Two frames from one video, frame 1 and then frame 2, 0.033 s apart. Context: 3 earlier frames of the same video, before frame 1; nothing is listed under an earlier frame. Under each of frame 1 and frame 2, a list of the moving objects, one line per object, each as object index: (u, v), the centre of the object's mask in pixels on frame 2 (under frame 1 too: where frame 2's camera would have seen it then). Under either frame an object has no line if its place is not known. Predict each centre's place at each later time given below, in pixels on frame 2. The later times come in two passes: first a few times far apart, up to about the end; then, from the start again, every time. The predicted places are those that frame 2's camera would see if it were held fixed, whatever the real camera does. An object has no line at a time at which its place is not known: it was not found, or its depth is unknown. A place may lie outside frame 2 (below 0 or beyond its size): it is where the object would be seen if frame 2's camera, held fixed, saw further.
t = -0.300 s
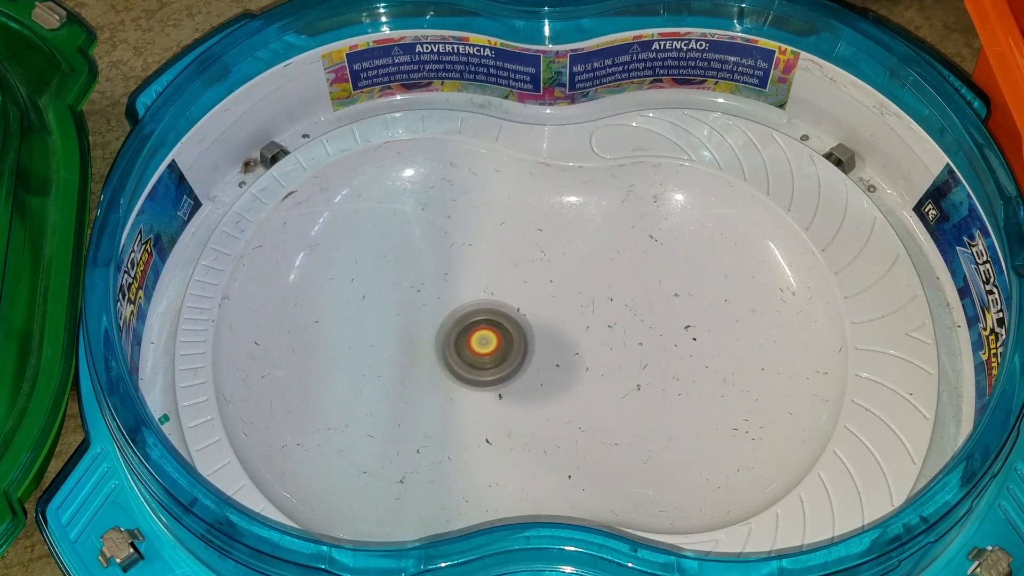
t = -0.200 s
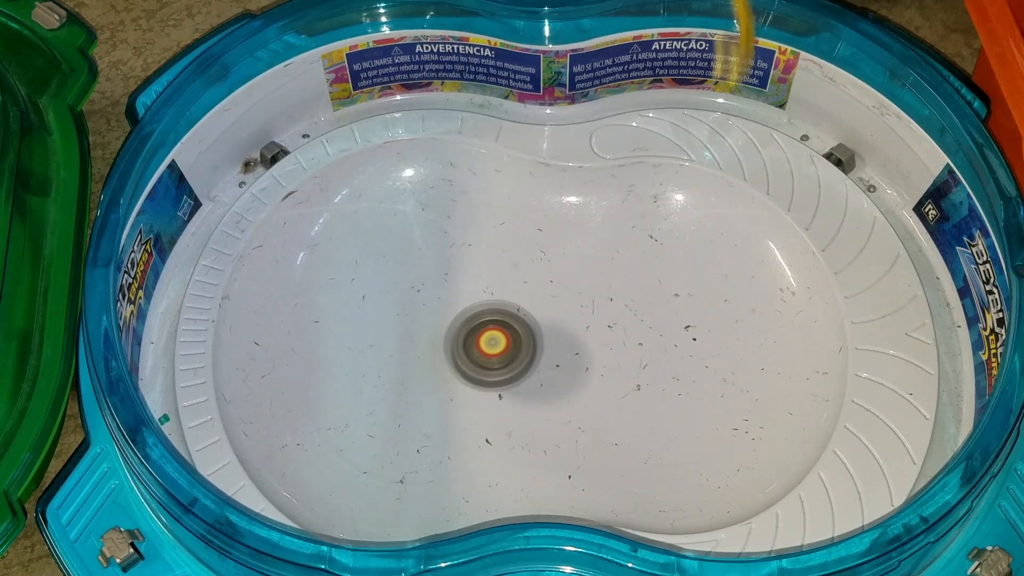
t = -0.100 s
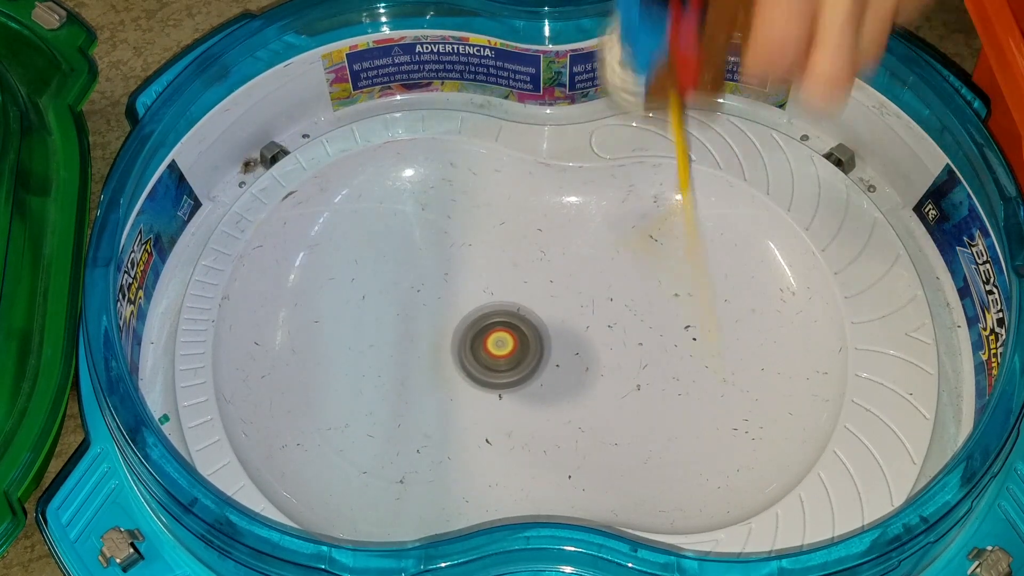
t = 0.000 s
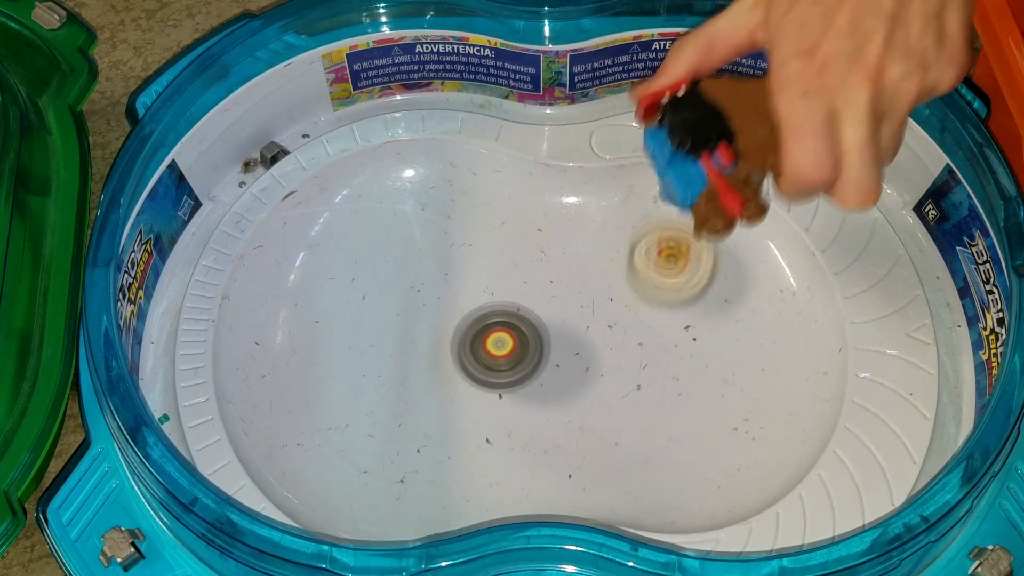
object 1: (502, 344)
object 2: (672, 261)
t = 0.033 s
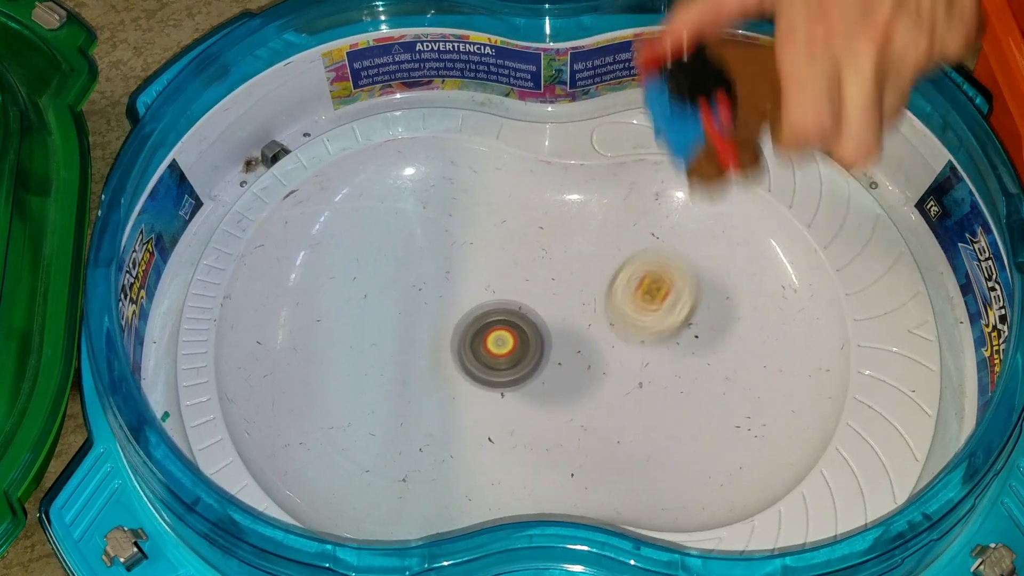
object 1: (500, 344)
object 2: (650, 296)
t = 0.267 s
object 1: (509, 340)
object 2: (713, 456)
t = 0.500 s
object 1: (481, 330)
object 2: (688, 212)
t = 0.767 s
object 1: (411, 399)
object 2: (339, 329)
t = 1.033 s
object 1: (519, 392)
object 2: (451, 475)
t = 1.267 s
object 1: (715, 202)
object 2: (627, 426)
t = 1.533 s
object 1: (611, 186)
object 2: (772, 418)
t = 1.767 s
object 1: (475, 312)
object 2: (675, 296)
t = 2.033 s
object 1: (405, 308)
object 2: (553, 409)
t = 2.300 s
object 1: (408, 337)
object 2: (793, 382)
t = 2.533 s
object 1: (414, 356)
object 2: (567, 252)
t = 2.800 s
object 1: (397, 407)
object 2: (312, 349)
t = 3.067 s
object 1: (610, 426)
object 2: (435, 454)
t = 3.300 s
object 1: (706, 365)
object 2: (584, 295)
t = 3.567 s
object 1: (708, 339)
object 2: (377, 216)
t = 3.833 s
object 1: (680, 325)
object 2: (404, 449)
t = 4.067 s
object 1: (726, 310)
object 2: (567, 362)
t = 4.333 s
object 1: (717, 279)
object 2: (498, 294)
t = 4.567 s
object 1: (678, 287)
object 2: (353, 319)
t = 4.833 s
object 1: (655, 313)
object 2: (475, 399)
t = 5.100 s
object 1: (651, 335)
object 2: (539, 322)
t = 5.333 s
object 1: (656, 348)
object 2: (462, 283)
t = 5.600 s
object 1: (650, 356)
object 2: (385, 339)
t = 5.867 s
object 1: (643, 358)
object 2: (501, 373)
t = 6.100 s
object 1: (665, 358)
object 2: (537, 340)
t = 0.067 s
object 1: (500, 350)
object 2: (631, 333)
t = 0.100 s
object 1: (503, 347)
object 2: (617, 365)
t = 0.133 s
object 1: (506, 346)
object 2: (615, 390)
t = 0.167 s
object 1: (508, 345)
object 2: (623, 413)
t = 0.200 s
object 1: (508, 343)
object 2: (642, 433)
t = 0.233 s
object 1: (509, 341)
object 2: (673, 449)
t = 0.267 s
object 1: (509, 340)
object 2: (713, 456)
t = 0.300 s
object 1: (507, 338)
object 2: (756, 446)
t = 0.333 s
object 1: (504, 336)
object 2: (778, 417)
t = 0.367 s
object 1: (499, 335)
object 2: (785, 381)
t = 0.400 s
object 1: (495, 335)
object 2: (783, 336)
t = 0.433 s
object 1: (490, 334)
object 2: (766, 286)
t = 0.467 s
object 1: (485, 332)
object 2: (735, 246)
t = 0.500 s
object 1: (481, 330)
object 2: (688, 212)
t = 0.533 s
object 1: (476, 330)
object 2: (634, 201)
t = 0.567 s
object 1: (470, 329)
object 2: (580, 214)
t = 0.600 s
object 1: (465, 328)
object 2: (526, 236)
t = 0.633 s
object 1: (449, 345)
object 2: (481, 249)
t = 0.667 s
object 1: (432, 365)
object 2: (442, 254)
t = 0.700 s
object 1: (419, 381)
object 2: (403, 270)
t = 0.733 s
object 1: (413, 392)
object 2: (368, 295)
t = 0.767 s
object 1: (411, 399)
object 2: (339, 329)
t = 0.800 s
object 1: (412, 406)
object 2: (321, 370)
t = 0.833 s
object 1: (429, 417)
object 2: (296, 402)
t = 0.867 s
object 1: (444, 422)
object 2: (288, 424)
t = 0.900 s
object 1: (456, 422)
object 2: (299, 445)
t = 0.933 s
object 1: (466, 418)
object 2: (324, 466)
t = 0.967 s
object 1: (475, 414)
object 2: (367, 472)
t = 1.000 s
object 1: (493, 405)
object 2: (410, 476)
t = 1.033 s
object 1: (519, 392)
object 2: (451, 475)
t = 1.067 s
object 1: (540, 378)
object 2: (496, 462)
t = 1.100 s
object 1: (581, 338)
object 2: (513, 472)
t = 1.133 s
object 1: (617, 299)
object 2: (526, 474)
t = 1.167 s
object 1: (650, 262)
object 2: (541, 468)
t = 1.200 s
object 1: (678, 233)
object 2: (564, 455)
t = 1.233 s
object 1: (701, 209)
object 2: (592, 440)
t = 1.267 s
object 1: (715, 202)
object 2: (627, 426)
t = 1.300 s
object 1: (720, 209)
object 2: (663, 413)
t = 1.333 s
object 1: (719, 225)
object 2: (698, 398)
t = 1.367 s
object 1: (713, 242)
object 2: (724, 380)
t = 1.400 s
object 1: (703, 258)
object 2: (739, 354)
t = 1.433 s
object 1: (682, 238)
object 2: (755, 372)
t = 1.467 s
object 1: (658, 199)
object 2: (769, 399)
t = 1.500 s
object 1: (635, 185)
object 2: (775, 414)
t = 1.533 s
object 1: (611, 186)
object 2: (772, 418)
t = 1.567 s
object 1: (585, 206)
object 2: (769, 410)
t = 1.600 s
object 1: (562, 225)
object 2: (763, 393)
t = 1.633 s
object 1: (541, 246)
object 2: (756, 369)
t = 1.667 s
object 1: (522, 268)
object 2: (743, 344)
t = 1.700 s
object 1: (504, 286)
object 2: (725, 320)
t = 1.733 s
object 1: (489, 301)
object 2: (703, 304)
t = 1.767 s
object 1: (475, 312)
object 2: (675, 296)
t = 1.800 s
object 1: (465, 319)
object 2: (645, 296)
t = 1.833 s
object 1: (458, 323)
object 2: (615, 304)
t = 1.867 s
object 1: (454, 326)
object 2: (586, 317)
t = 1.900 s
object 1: (451, 327)
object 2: (557, 333)
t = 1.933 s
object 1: (441, 322)
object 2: (543, 354)
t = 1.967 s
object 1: (424, 315)
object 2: (540, 377)
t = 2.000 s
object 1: (411, 309)
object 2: (543, 395)
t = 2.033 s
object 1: (405, 308)
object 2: (553, 409)
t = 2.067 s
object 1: (401, 310)
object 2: (572, 420)
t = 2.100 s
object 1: (400, 314)
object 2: (598, 429)
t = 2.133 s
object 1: (399, 319)
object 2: (630, 438)
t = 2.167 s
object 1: (400, 324)
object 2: (666, 446)
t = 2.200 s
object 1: (402, 327)
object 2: (708, 450)
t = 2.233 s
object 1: (405, 330)
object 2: (746, 439)
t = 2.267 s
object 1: (407, 333)
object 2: (776, 415)
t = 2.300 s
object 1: (408, 337)
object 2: (793, 382)
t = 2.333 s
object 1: (410, 341)
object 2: (790, 344)
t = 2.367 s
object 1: (412, 346)
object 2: (772, 309)
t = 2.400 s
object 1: (414, 349)
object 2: (742, 277)
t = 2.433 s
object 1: (414, 353)
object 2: (703, 254)
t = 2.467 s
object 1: (416, 355)
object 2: (658, 242)
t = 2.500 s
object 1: (414, 356)
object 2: (614, 242)
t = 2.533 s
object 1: (414, 356)
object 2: (567, 252)
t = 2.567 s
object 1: (414, 355)
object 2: (519, 268)
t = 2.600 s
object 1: (413, 356)
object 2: (470, 283)
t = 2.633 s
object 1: (397, 374)
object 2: (441, 277)
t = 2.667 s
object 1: (389, 387)
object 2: (410, 274)
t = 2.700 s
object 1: (387, 395)
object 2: (381, 278)
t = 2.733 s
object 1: (389, 401)
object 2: (352, 293)
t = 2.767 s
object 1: (393, 404)
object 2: (328, 316)
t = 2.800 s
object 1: (397, 407)
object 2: (312, 349)
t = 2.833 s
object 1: (412, 415)
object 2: (299, 378)
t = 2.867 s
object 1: (454, 435)
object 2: (277, 389)
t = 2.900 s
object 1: (488, 443)
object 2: (275, 399)
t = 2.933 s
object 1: (516, 446)
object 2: (286, 413)
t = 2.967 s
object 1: (542, 443)
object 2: (313, 429)
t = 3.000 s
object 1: (566, 439)
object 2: (347, 445)
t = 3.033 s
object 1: (588, 433)
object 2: (391, 456)
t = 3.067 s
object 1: (610, 426)
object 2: (435, 454)
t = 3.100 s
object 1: (631, 418)
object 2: (472, 438)
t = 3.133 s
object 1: (650, 409)
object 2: (503, 415)
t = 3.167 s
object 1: (665, 399)
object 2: (533, 391)
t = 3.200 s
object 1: (678, 390)
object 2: (558, 366)
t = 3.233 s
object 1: (689, 381)
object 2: (574, 340)
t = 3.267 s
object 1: (698, 373)
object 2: (583, 316)
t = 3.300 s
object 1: (706, 365)
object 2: (584, 295)
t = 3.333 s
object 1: (710, 358)
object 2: (576, 275)
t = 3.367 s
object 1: (711, 353)
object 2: (561, 260)
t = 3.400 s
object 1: (712, 350)
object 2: (540, 249)
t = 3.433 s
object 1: (712, 348)
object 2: (513, 241)
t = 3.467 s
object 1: (711, 346)
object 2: (481, 234)
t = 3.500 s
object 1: (711, 344)
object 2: (450, 224)
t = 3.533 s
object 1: (710, 341)
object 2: (415, 215)
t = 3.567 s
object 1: (708, 339)
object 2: (377, 216)
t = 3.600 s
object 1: (705, 336)
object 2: (342, 230)
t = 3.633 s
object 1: (702, 333)
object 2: (316, 255)
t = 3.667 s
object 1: (700, 331)
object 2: (298, 292)
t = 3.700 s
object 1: (696, 329)
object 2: (294, 334)
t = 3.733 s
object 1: (692, 327)
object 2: (305, 373)
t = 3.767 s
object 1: (688, 326)
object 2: (330, 410)
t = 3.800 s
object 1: (684, 325)
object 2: (365, 437)
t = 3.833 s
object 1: (680, 325)
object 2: (404, 449)
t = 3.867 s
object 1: (676, 325)
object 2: (446, 447)
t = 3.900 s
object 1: (673, 325)
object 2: (484, 432)
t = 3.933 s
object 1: (668, 326)
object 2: (519, 414)
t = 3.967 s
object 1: (665, 327)
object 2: (555, 395)
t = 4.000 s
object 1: (666, 327)
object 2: (581, 380)
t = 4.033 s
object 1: (699, 318)
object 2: (571, 372)
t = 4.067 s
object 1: (726, 310)
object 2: (567, 362)
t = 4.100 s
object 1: (744, 303)
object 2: (564, 352)
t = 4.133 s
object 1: (751, 298)
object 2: (561, 342)
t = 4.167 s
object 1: (750, 293)
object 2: (557, 333)
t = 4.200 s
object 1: (745, 288)
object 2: (550, 324)
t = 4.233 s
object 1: (738, 285)
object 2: (542, 314)
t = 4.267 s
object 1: (730, 282)
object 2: (532, 307)
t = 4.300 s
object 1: (723, 280)
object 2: (517, 300)
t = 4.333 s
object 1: (717, 279)
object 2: (498, 294)
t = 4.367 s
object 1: (710, 277)
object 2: (474, 288)
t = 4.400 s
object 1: (703, 277)
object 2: (448, 282)
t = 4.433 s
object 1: (698, 278)
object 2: (423, 278)
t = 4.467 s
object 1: (691, 281)
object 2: (400, 279)
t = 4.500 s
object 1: (686, 283)
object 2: (381, 286)
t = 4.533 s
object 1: (682, 284)
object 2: (364, 300)
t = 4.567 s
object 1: (678, 287)
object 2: (353, 319)
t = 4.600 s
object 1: (673, 290)
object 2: (349, 341)
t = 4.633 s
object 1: (671, 292)
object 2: (352, 364)
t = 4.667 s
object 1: (668, 295)
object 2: (364, 386)
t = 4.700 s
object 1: (664, 299)
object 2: (381, 403)
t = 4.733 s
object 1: (663, 302)
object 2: (403, 414)
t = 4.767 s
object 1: (660, 306)
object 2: (428, 418)
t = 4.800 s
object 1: (657, 310)
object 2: (452, 411)
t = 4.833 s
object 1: (655, 313)
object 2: (475, 399)
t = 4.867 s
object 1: (654, 317)
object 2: (497, 385)
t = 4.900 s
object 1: (653, 319)
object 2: (515, 373)
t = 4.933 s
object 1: (652, 321)
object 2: (529, 362)
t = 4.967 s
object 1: (649, 324)
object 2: (538, 353)
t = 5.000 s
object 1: (648, 326)
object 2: (543, 345)
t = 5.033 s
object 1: (646, 328)
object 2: (545, 337)
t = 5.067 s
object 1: (648, 332)
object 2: (542, 330)
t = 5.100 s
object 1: (651, 335)
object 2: (539, 322)
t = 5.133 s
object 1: (652, 337)
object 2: (535, 314)
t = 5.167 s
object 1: (654, 340)
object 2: (529, 307)
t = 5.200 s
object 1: (656, 342)
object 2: (520, 301)
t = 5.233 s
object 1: (655, 344)
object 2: (509, 296)
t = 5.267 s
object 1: (656, 345)
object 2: (495, 291)
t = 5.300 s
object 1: (656, 346)
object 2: (480, 287)
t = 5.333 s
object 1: (656, 348)
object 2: (462, 283)
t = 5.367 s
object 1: (655, 349)
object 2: (444, 278)
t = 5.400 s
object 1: (654, 350)
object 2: (427, 277)
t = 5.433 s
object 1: (653, 351)
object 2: (414, 279)
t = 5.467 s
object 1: (652, 352)
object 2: (402, 284)
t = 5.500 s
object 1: (652, 354)
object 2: (392, 294)
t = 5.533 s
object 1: (652, 354)
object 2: (386, 307)
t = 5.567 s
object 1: (651, 355)
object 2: (383, 322)
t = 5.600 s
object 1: (650, 356)
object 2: (385, 339)
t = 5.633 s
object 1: (649, 356)
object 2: (391, 355)
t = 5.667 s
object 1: (649, 357)
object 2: (401, 368)
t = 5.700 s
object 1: (648, 357)
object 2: (415, 379)
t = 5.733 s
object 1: (647, 358)
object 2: (432, 384)
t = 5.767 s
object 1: (646, 358)
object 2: (448, 386)
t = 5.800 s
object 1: (645, 358)
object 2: (466, 383)
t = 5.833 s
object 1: (644, 358)
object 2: (485, 378)
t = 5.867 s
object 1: (643, 358)
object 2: (501, 373)
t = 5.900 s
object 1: (642, 358)
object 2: (516, 368)
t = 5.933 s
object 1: (641, 357)
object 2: (529, 364)
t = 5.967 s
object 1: (640, 356)
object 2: (538, 360)
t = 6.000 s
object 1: (642, 355)
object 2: (542, 356)
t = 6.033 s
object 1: (655, 358)
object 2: (537, 350)
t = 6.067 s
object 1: (662, 359)
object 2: (536, 344)
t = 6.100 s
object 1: (665, 358)
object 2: (537, 340)
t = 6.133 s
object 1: (668, 358)
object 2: (537, 336)
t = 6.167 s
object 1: (670, 358)
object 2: (538, 332)
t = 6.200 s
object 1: (672, 358)
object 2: (540, 328)
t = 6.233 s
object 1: (674, 358)
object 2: (540, 325)
